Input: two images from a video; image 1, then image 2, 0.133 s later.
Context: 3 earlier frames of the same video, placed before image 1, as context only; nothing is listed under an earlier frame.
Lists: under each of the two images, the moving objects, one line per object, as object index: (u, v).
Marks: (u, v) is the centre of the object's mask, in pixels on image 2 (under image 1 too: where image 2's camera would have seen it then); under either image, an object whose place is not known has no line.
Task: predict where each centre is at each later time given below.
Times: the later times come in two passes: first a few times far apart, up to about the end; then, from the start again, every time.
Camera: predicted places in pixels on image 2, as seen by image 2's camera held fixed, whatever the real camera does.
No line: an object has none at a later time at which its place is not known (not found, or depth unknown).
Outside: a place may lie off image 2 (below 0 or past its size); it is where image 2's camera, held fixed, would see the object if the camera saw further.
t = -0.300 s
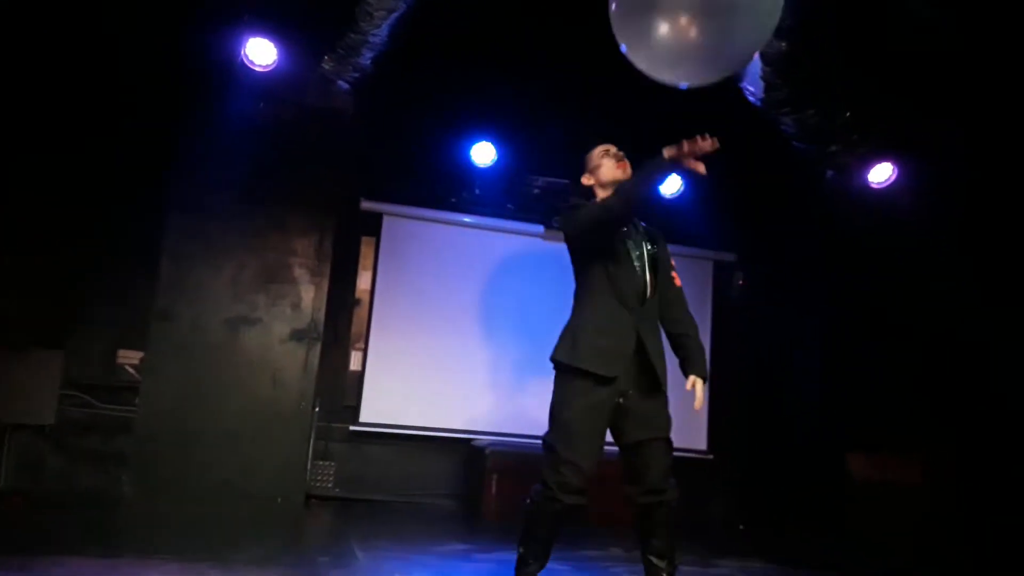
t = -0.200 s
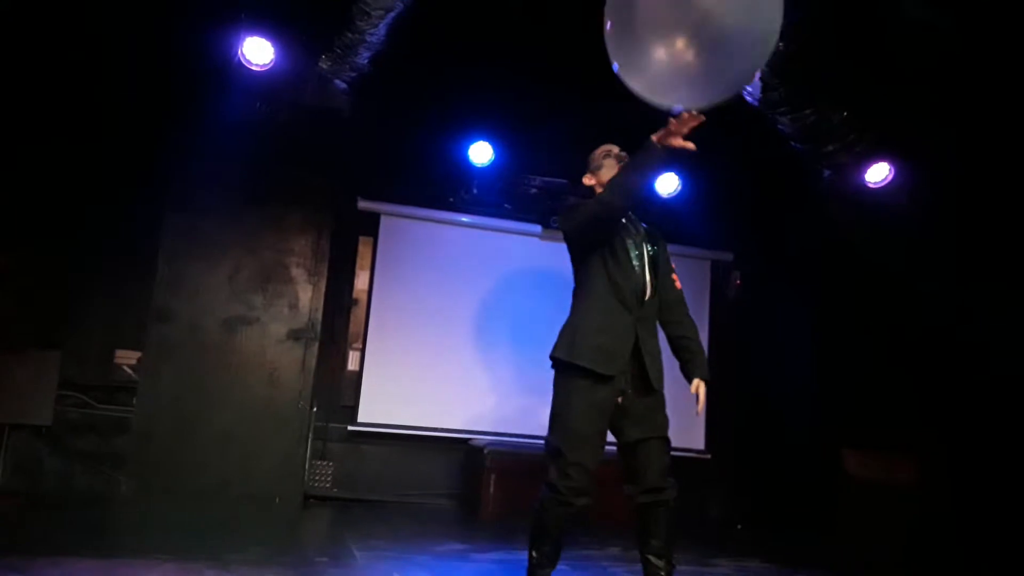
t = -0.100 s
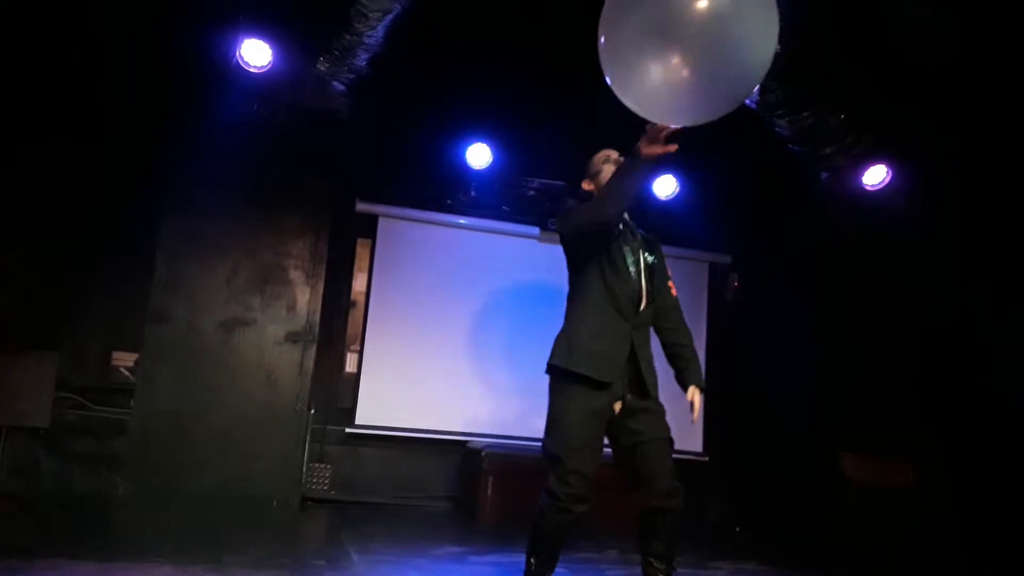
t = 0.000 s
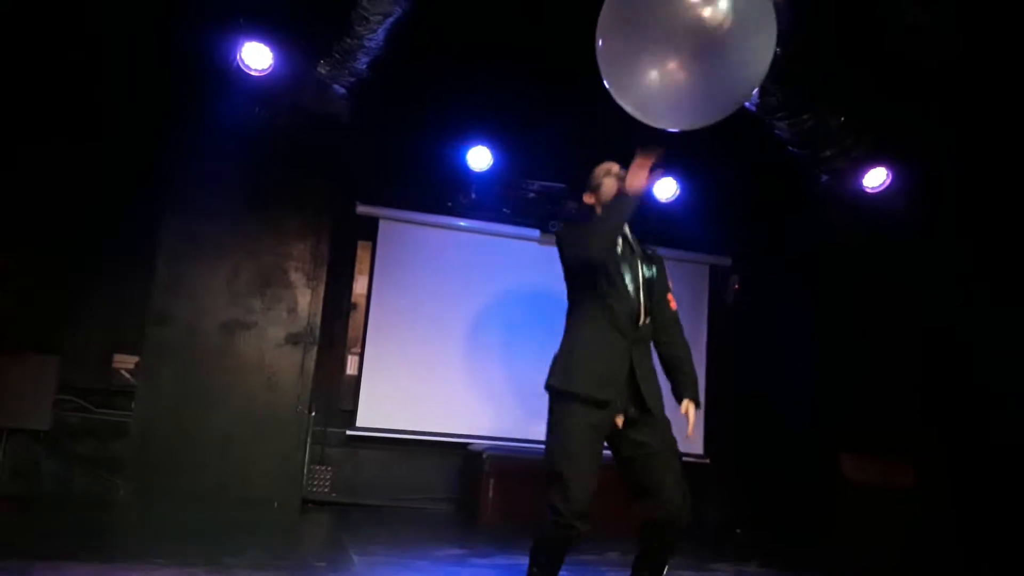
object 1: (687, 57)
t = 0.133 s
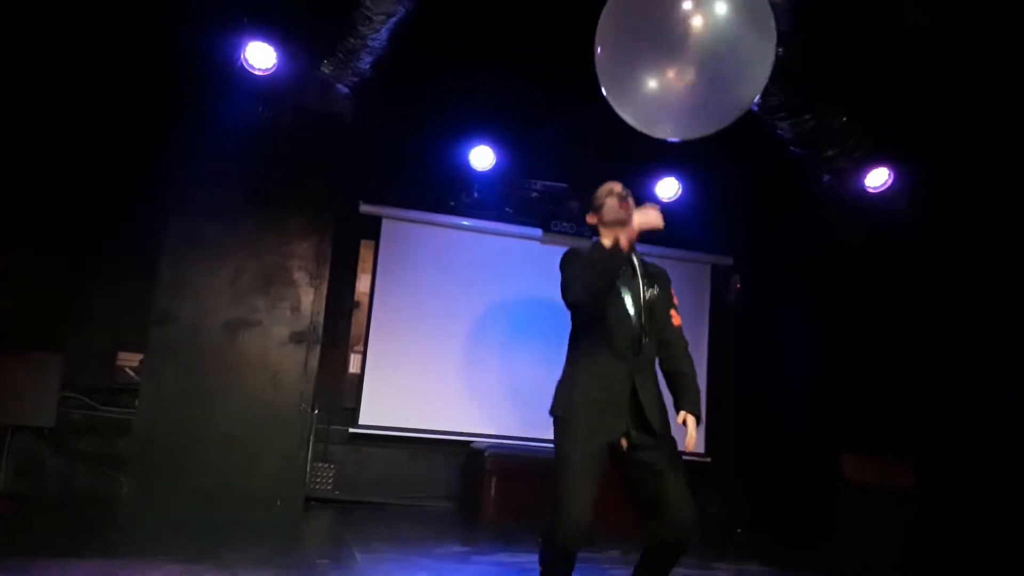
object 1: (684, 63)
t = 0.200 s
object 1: (682, 68)
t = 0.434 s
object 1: (674, 109)
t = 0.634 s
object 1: (665, 183)
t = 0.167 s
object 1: (683, 65)
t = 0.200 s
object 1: (682, 68)
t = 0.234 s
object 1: (682, 71)
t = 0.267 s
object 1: (681, 74)
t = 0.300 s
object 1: (679, 78)
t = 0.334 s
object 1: (677, 84)
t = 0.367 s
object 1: (676, 91)
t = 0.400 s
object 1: (675, 100)
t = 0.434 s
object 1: (674, 109)
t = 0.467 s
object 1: (672, 120)
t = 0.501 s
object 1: (670, 131)
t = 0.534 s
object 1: (669, 144)
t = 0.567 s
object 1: (668, 155)
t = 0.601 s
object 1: (666, 170)
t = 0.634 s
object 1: (665, 183)
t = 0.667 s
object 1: (663, 199)
